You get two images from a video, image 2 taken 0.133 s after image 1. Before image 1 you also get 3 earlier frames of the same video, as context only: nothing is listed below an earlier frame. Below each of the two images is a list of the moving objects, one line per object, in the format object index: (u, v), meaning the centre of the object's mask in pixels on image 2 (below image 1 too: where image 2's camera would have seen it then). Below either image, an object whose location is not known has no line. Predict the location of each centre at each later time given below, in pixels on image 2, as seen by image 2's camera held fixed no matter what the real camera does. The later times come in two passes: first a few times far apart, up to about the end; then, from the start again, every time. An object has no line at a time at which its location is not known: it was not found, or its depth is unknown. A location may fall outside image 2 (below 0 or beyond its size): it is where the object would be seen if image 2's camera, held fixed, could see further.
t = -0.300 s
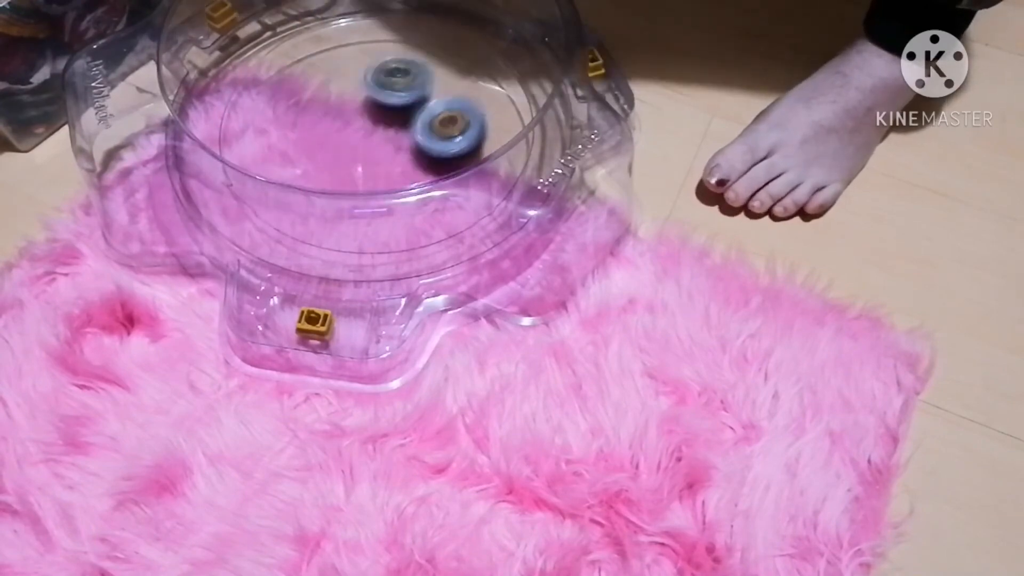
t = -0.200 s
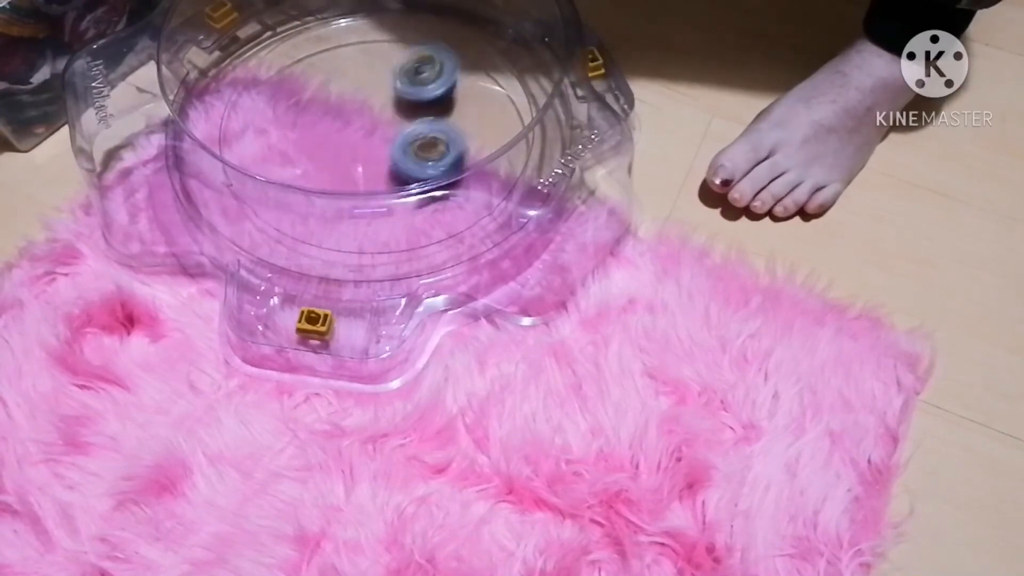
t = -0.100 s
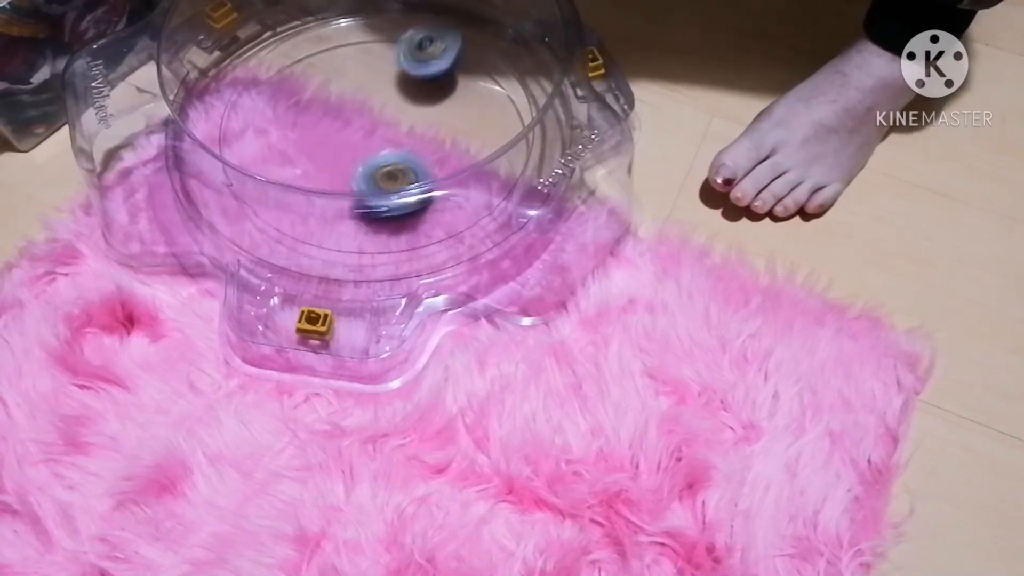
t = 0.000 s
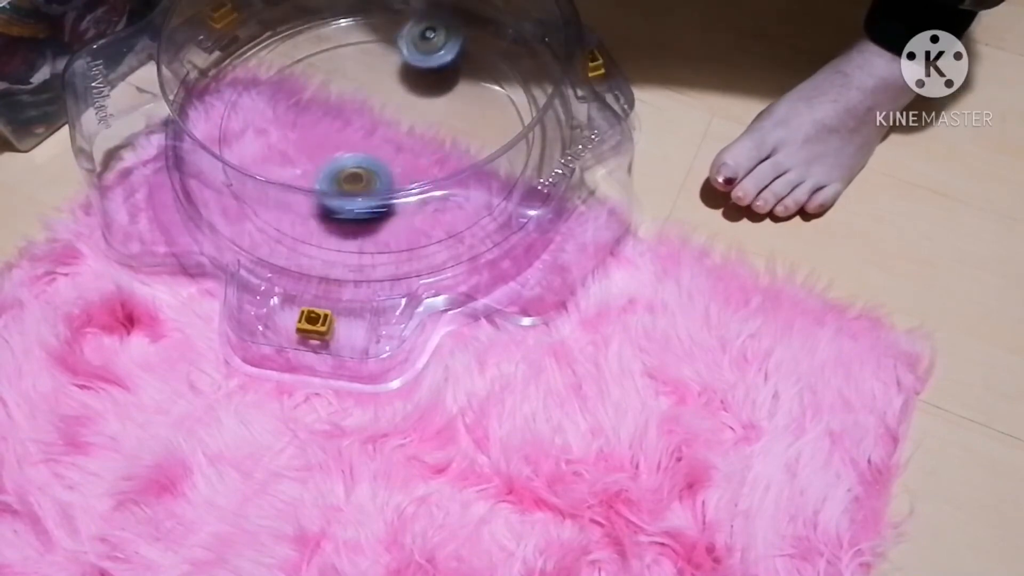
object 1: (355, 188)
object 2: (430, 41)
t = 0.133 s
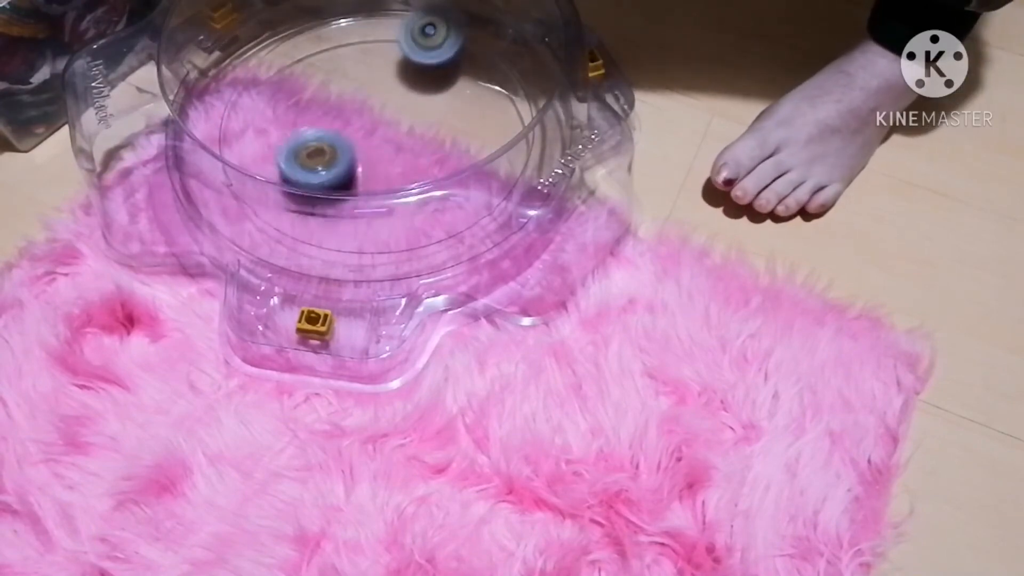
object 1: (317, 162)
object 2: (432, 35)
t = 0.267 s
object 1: (315, 120)
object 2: (418, 48)
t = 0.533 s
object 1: (321, 99)
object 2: (397, 63)
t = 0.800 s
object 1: (287, 132)
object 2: (396, 72)
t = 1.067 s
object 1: (282, 145)
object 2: (364, 116)
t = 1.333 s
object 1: (344, 160)
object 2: (412, 112)
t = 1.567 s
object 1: (407, 168)
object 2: (442, 107)
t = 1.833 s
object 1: (432, 161)
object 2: (402, 108)
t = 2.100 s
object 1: (455, 114)
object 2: (341, 99)
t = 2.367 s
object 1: (453, 81)
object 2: (327, 125)
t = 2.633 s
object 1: (406, 64)
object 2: (368, 137)
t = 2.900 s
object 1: (362, 50)
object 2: (395, 115)
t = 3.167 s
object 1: (329, 50)
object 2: (395, 92)
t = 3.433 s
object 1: (307, 65)
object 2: (417, 104)
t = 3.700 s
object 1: (303, 122)
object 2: (404, 121)
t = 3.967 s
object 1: (289, 151)
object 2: (393, 123)
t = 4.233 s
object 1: (335, 167)
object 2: (383, 97)
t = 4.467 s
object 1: (391, 163)
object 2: (393, 69)
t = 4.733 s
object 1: (436, 134)
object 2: (360, 85)
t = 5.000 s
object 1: (446, 109)
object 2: (351, 90)
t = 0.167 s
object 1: (313, 151)
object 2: (430, 37)
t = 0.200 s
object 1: (310, 141)
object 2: (428, 39)
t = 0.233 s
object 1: (312, 130)
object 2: (424, 44)
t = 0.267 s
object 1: (315, 120)
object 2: (418, 48)
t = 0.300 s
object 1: (319, 109)
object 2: (411, 53)
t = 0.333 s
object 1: (326, 101)
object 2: (402, 60)
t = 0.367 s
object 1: (328, 96)
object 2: (399, 61)
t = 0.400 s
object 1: (323, 99)
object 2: (403, 58)
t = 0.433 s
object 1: (319, 99)
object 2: (405, 56)
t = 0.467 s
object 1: (318, 100)
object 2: (404, 56)
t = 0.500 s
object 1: (318, 100)
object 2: (402, 58)
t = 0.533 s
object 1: (321, 99)
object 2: (397, 63)
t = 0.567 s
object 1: (323, 98)
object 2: (392, 68)
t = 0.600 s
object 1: (314, 103)
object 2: (395, 65)
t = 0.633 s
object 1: (307, 112)
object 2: (402, 60)
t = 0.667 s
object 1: (302, 118)
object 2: (405, 57)
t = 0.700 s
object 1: (297, 123)
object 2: (405, 59)
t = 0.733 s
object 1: (294, 127)
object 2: (403, 61)
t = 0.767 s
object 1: (291, 130)
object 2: (399, 68)
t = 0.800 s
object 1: (287, 132)
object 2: (396, 72)
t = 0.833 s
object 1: (285, 134)
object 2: (391, 79)
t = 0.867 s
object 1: (282, 137)
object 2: (386, 86)
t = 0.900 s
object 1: (280, 139)
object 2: (382, 90)
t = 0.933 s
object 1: (279, 141)
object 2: (378, 96)
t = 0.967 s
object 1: (278, 143)
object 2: (374, 101)
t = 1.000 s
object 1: (278, 144)
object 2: (370, 106)
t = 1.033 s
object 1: (279, 145)
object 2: (368, 113)
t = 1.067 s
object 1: (282, 145)
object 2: (364, 116)
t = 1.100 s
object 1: (289, 145)
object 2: (362, 122)
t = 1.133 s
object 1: (292, 146)
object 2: (366, 121)
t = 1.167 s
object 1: (296, 148)
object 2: (377, 120)
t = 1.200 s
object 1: (304, 151)
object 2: (386, 118)
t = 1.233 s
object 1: (313, 153)
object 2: (392, 117)
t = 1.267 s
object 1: (323, 155)
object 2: (400, 115)
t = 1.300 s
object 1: (334, 158)
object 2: (404, 114)
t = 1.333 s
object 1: (344, 160)
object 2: (412, 112)
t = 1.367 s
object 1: (354, 162)
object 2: (418, 110)
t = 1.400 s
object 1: (363, 163)
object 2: (425, 109)
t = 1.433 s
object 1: (373, 164)
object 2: (431, 107)
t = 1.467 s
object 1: (382, 166)
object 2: (436, 107)
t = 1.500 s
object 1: (391, 168)
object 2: (439, 106)
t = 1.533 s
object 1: (399, 168)
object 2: (441, 107)
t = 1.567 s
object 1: (407, 168)
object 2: (442, 107)
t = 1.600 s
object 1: (414, 168)
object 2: (441, 108)
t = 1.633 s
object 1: (420, 168)
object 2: (439, 108)
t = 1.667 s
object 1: (424, 168)
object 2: (435, 109)
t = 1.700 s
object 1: (428, 167)
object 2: (430, 110)
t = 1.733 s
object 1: (430, 167)
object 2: (424, 110)
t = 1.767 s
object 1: (431, 166)
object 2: (416, 110)
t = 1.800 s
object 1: (431, 164)
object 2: (410, 109)
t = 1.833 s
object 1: (432, 161)
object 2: (402, 108)
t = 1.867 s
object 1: (432, 156)
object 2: (395, 106)
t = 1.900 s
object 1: (434, 153)
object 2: (385, 104)
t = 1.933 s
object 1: (439, 144)
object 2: (374, 102)
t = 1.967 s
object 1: (443, 137)
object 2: (365, 100)
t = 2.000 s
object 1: (446, 132)
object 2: (356, 98)
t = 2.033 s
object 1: (449, 126)
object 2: (350, 99)
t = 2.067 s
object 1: (452, 121)
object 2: (346, 99)
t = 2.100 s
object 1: (455, 114)
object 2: (341, 99)
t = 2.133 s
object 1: (457, 109)
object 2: (337, 100)
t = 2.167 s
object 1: (458, 105)
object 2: (332, 102)
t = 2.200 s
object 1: (460, 99)
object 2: (330, 105)
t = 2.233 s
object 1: (460, 95)
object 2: (327, 109)
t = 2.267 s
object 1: (459, 91)
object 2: (324, 112)
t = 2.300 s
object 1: (458, 87)
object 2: (324, 116)
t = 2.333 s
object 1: (456, 84)
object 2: (325, 120)
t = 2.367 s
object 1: (453, 81)
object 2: (327, 125)
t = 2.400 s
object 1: (450, 79)
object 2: (329, 129)
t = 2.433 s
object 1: (445, 77)
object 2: (332, 132)
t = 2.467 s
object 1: (440, 75)
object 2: (338, 134)
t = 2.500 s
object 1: (434, 73)
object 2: (343, 137)
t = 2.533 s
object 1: (427, 71)
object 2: (349, 139)
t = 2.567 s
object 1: (420, 68)
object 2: (354, 139)
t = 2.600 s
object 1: (413, 66)
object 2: (360, 138)
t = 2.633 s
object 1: (406, 64)
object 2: (368, 137)
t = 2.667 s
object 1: (399, 61)
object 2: (372, 137)
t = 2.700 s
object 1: (392, 59)
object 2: (376, 135)
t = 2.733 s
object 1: (386, 57)
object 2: (382, 131)
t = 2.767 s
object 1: (380, 55)
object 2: (386, 129)
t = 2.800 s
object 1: (373, 53)
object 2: (389, 127)
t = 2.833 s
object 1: (369, 51)
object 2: (391, 122)
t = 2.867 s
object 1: (364, 49)
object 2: (393, 118)
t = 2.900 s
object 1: (362, 50)
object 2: (395, 115)
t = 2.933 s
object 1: (358, 51)
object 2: (394, 111)
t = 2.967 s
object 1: (355, 52)
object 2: (395, 108)
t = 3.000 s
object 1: (350, 52)
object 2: (397, 105)
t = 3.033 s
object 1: (345, 50)
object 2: (398, 104)
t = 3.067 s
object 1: (341, 49)
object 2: (396, 100)
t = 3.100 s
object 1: (336, 49)
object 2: (396, 96)
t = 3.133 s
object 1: (334, 49)
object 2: (394, 94)
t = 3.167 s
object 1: (329, 50)
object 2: (395, 92)
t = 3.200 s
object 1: (322, 50)
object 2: (402, 92)
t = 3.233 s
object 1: (316, 49)
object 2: (405, 91)
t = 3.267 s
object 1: (311, 49)
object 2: (408, 94)
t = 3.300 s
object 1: (308, 50)
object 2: (412, 94)
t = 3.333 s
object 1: (307, 52)
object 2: (413, 96)
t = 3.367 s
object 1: (305, 56)
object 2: (415, 99)
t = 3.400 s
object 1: (306, 60)
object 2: (416, 100)
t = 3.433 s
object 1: (307, 65)
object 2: (417, 104)
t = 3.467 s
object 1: (309, 74)
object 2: (414, 107)
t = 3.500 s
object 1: (311, 81)
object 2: (412, 110)
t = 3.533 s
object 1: (313, 89)
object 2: (409, 114)
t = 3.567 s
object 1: (315, 97)
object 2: (403, 116)
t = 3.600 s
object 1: (317, 104)
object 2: (400, 119)
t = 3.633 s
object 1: (316, 112)
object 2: (396, 120)
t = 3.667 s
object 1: (310, 117)
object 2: (401, 119)
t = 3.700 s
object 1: (303, 122)
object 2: (404, 121)
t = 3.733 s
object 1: (298, 129)
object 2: (405, 119)
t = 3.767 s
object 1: (295, 132)
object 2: (403, 119)
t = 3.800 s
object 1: (293, 136)
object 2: (400, 121)
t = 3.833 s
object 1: (291, 138)
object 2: (401, 122)
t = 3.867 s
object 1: (289, 141)
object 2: (398, 121)
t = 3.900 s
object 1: (289, 145)
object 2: (396, 120)
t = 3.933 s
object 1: (288, 148)
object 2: (393, 123)
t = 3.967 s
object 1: (289, 151)
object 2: (393, 123)
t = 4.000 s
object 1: (291, 153)
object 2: (390, 122)
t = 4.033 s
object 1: (295, 155)
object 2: (384, 122)
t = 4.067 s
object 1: (300, 157)
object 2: (381, 123)
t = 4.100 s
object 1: (306, 158)
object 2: (380, 122)
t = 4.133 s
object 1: (315, 158)
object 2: (377, 121)
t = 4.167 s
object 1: (320, 163)
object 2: (376, 115)
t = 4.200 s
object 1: (327, 165)
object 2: (379, 105)
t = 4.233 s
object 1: (335, 167)
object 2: (383, 97)
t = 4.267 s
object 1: (344, 168)
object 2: (386, 90)
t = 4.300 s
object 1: (352, 168)
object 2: (387, 83)
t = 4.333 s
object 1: (360, 168)
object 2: (389, 80)
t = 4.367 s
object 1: (368, 165)
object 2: (395, 73)
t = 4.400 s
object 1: (376, 165)
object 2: (395, 70)
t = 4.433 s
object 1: (383, 163)
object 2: (395, 69)
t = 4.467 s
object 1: (391, 163)
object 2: (393, 69)
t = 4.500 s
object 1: (397, 161)
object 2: (395, 71)
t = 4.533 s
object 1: (403, 156)
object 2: (392, 71)
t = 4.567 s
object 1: (408, 152)
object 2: (386, 74)
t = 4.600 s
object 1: (411, 148)
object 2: (386, 81)
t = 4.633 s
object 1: (414, 135)
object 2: (384, 86)
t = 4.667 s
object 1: (418, 131)
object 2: (379, 87)
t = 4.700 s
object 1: (428, 133)
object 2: (367, 85)
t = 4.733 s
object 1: (436, 134)
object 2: (360, 85)
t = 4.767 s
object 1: (441, 135)
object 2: (356, 82)
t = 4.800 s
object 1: (444, 132)
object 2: (352, 80)
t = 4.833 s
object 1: (446, 130)
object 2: (348, 80)
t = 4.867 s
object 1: (447, 126)
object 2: (347, 81)
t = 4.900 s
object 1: (448, 122)
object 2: (348, 84)
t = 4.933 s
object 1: (448, 118)
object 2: (349, 86)
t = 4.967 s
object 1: (448, 114)
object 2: (350, 88)
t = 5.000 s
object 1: (446, 109)
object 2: (351, 90)
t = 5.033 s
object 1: (443, 105)
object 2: (352, 91)
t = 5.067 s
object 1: (440, 102)
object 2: (353, 91)
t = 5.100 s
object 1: (436, 97)
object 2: (353, 92)
